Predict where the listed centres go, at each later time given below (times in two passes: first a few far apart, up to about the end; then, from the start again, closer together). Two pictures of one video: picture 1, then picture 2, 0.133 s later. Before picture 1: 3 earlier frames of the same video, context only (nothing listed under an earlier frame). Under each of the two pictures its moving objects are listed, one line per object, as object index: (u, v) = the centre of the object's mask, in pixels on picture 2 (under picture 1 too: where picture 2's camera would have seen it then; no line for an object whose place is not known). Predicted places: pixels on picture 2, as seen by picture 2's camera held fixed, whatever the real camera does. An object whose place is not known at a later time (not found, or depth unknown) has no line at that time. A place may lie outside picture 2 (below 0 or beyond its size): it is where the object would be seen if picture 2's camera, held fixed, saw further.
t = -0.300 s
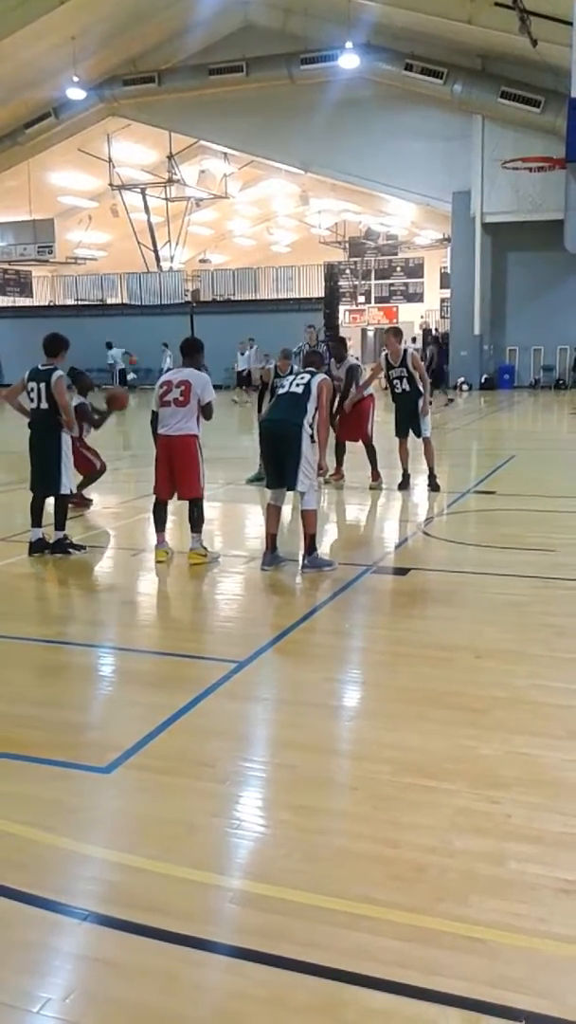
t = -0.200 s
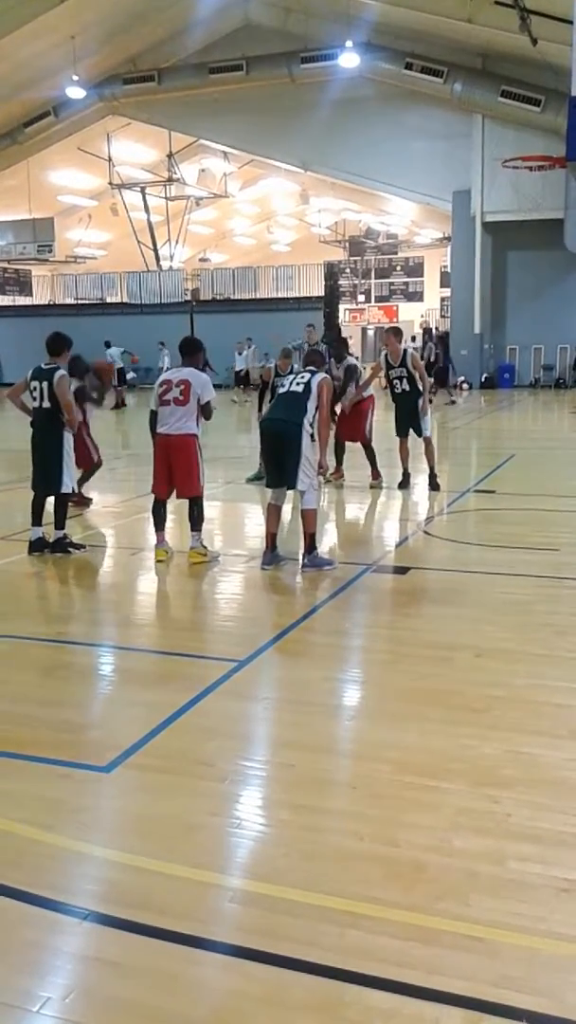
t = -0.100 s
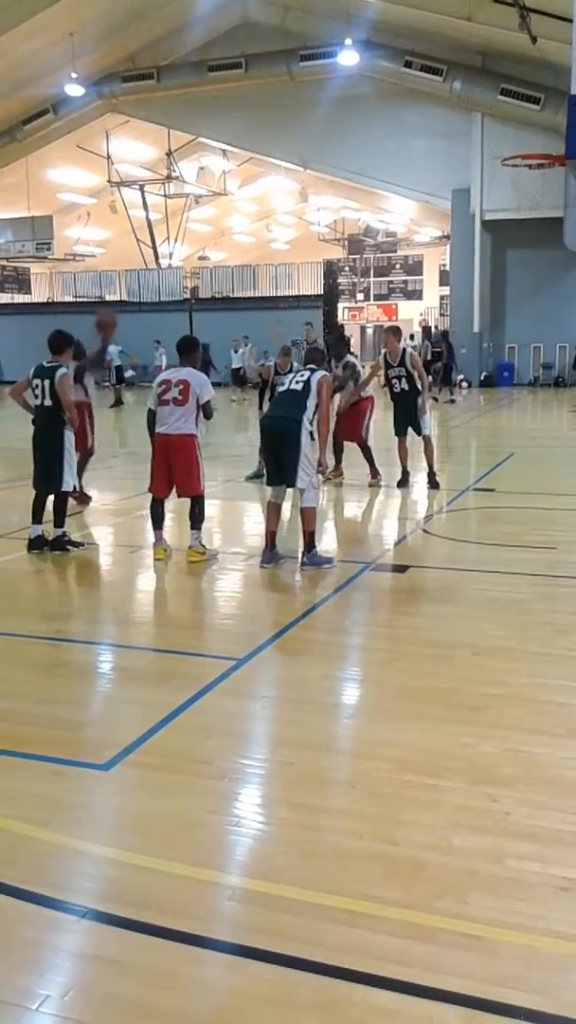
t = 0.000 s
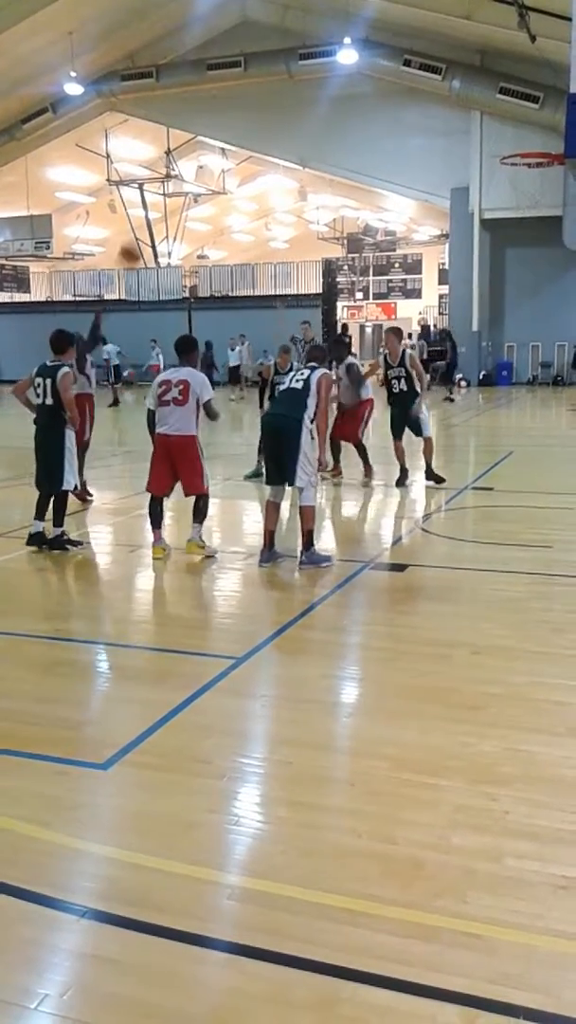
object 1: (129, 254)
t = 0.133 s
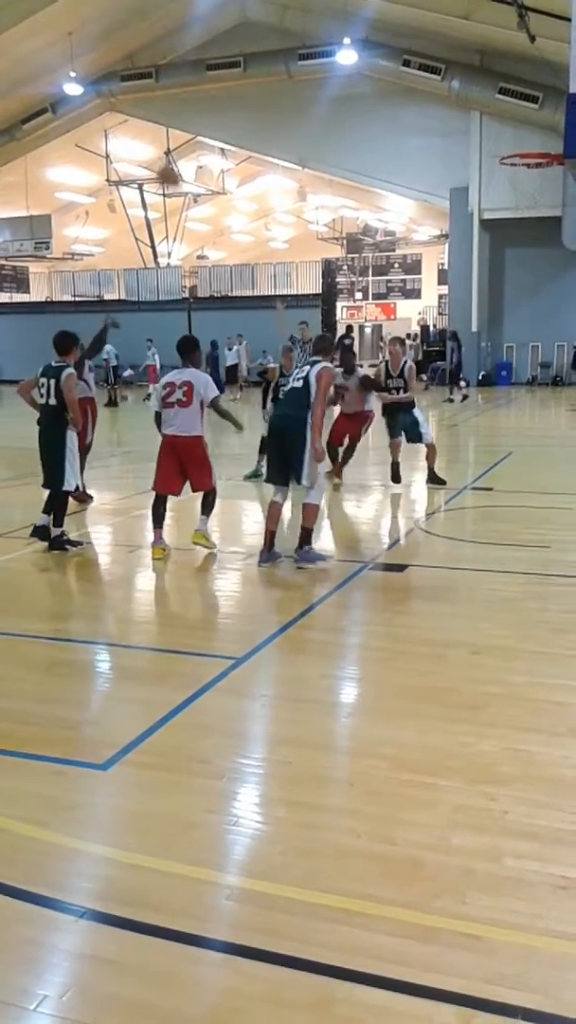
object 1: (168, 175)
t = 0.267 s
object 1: (210, 113)
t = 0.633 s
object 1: (339, 30)
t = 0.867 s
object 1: (427, 62)
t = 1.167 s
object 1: (540, 144)
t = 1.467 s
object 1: (500, 133)
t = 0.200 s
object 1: (189, 140)
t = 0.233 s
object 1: (200, 125)
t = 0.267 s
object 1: (210, 113)
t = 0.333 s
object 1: (232, 87)
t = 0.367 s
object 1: (244, 76)
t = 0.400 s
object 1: (253, 68)
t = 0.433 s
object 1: (267, 58)
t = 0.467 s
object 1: (278, 51)
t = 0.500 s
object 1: (289, 44)
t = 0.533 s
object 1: (302, 37)
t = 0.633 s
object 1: (339, 30)
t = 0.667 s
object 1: (350, 28)
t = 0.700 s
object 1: (367, 31)
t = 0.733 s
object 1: (377, 35)
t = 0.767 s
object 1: (389, 37)
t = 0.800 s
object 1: (401, 47)
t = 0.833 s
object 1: (413, 54)
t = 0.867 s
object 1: (427, 62)
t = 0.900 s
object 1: (440, 72)
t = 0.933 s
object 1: (453, 82)
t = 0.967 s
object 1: (465, 94)
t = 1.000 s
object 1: (479, 108)
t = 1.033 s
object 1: (490, 122)
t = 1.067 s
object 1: (505, 140)
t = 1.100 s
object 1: (515, 145)
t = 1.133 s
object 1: (527, 145)
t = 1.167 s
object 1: (540, 144)
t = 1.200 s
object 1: (544, 143)
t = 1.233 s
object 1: (538, 139)
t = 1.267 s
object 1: (532, 136)
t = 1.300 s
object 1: (527, 132)
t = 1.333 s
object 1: (521, 130)
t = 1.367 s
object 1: (515, 129)
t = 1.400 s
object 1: (510, 128)
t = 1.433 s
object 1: (505, 130)
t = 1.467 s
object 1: (500, 133)
